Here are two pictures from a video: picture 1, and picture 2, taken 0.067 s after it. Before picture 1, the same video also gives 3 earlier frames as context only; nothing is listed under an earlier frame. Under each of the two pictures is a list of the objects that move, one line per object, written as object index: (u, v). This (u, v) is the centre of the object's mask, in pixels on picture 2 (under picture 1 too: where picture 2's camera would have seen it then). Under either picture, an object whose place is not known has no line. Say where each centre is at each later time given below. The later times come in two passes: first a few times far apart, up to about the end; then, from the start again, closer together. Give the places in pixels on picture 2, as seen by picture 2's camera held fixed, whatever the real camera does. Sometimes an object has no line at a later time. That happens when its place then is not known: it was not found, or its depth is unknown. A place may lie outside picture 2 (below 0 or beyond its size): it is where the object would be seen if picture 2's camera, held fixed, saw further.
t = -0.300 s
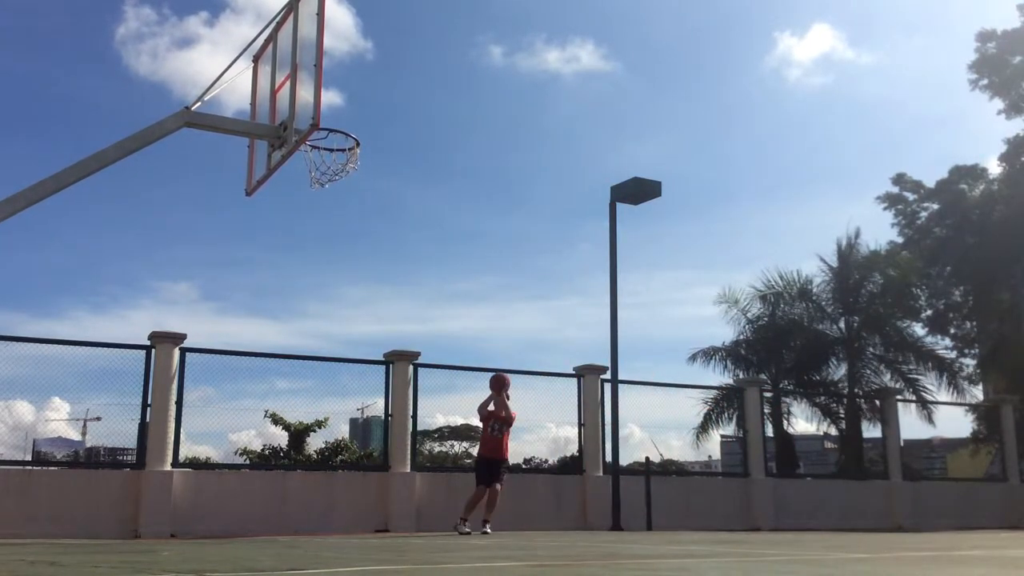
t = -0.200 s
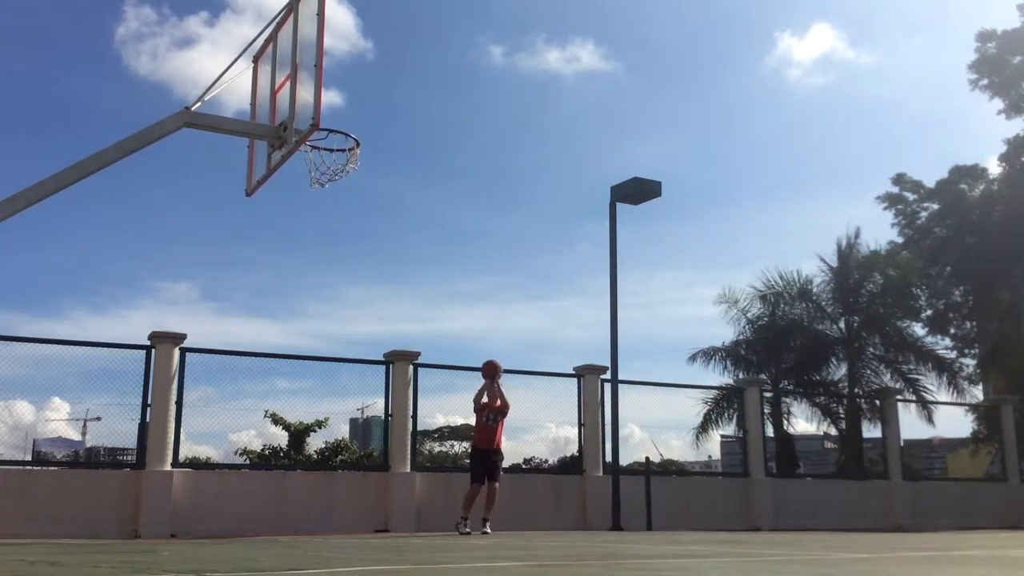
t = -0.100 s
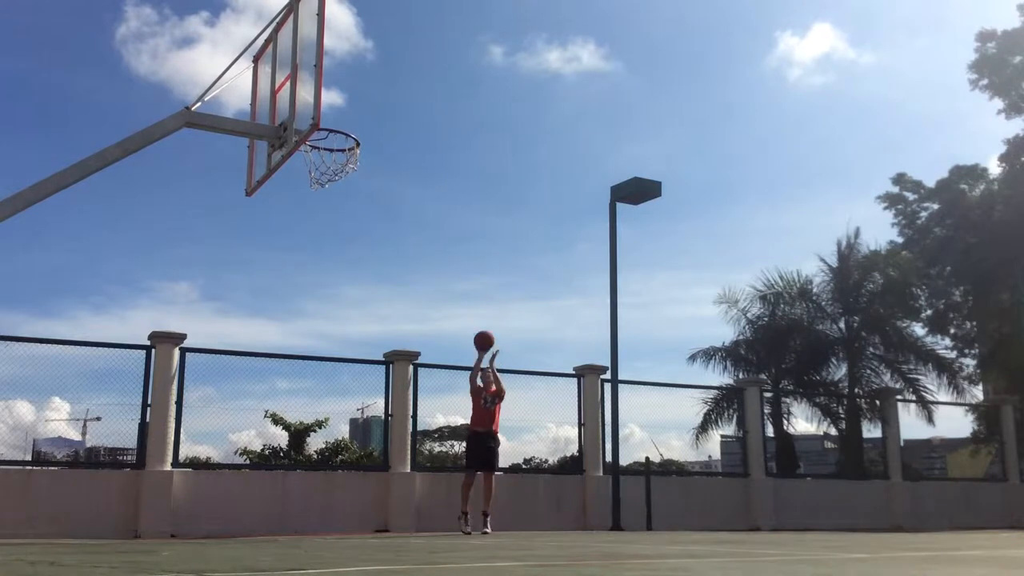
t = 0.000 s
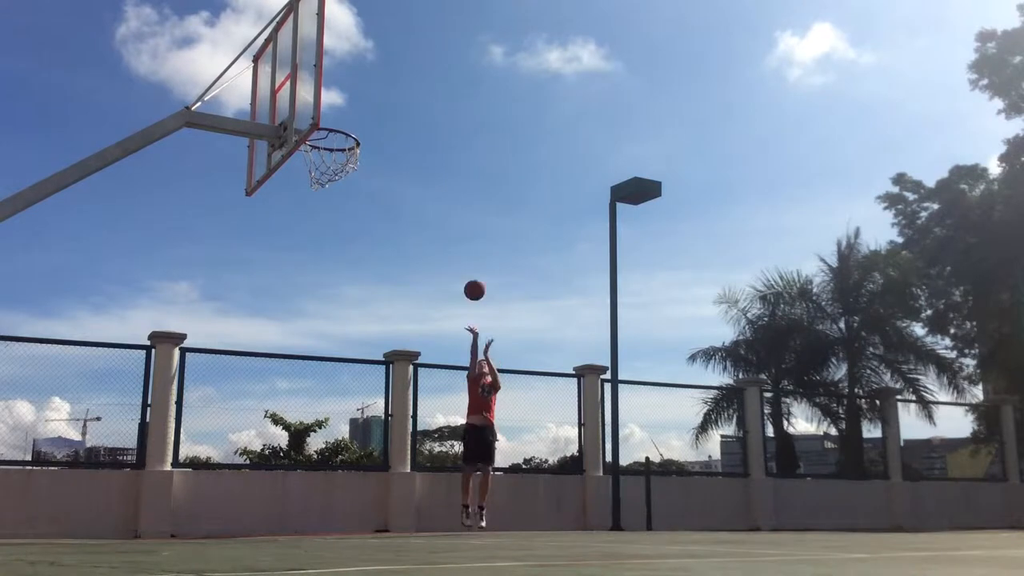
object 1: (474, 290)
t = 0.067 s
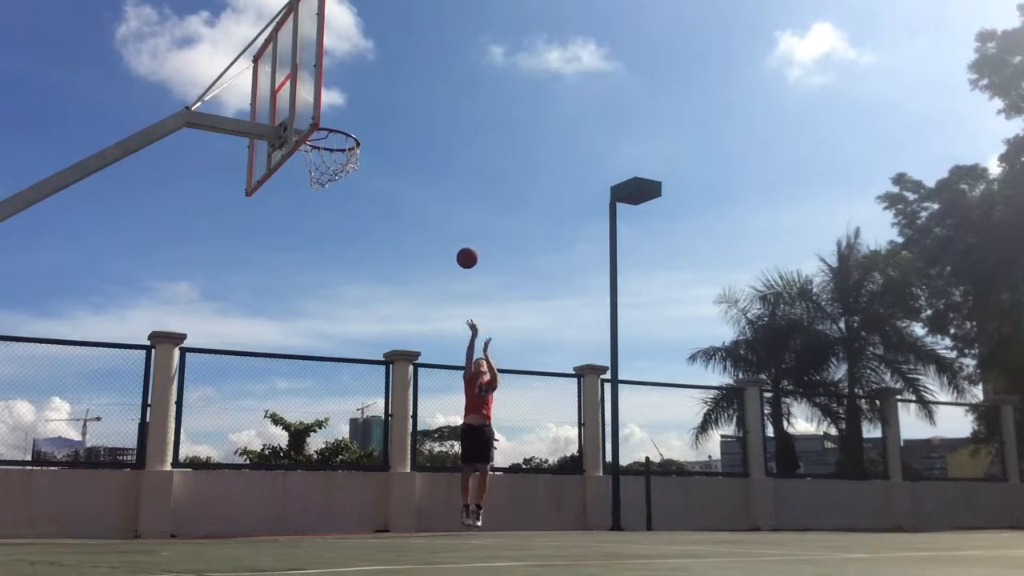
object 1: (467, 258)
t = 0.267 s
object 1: (442, 175)
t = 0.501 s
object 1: (409, 111)
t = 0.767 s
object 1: (358, 90)
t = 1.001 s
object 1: (326, 96)
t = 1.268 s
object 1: (370, 92)
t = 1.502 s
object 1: (421, 169)
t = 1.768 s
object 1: (483, 370)
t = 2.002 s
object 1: (532, 433)
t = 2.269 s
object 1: (569, 263)
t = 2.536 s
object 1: (608, 196)
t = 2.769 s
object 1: (648, 232)
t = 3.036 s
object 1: (703, 405)
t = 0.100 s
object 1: (463, 242)
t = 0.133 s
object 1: (459, 228)
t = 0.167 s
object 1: (455, 214)
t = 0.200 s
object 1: (451, 200)
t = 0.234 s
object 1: (447, 187)
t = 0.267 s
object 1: (442, 175)
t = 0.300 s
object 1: (438, 164)
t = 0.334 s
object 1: (433, 153)
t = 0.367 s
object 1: (429, 144)
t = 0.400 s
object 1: (424, 134)
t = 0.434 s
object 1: (419, 126)
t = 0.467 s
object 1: (414, 118)
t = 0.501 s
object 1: (409, 111)
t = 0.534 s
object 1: (403, 105)
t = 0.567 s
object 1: (397, 100)
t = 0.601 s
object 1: (392, 96)
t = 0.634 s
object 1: (385, 93)
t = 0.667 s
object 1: (379, 90)
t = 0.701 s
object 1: (372, 89)
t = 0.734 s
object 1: (365, 89)
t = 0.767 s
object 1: (358, 90)
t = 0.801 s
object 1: (351, 93)
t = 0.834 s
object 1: (343, 97)
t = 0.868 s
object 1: (335, 103)
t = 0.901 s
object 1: (330, 110)
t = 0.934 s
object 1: (327, 113)
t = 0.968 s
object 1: (327, 103)
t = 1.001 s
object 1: (326, 96)
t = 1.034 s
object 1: (329, 90)
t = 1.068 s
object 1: (332, 86)
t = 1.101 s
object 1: (336, 84)
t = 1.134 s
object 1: (342, 83)
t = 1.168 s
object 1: (348, 83)
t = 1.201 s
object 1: (356, 85)
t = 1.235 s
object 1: (363, 88)
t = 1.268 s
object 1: (370, 92)
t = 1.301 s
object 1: (377, 98)
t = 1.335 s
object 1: (384, 106)
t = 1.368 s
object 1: (391, 115)
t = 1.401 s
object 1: (399, 126)
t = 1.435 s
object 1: (406, 139)
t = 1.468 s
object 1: (413, 153)
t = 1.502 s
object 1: (421, 169)
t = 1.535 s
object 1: (428, 187)
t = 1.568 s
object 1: (436, 206)
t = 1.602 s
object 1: (443, 228)
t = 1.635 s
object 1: (451, 252)
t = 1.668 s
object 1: (459, 278)
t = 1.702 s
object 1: (467, 306)
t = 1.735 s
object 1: (475, 337)
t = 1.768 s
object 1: (483, 370)
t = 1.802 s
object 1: (492, 406)
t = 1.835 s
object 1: (500, 445)
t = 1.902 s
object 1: (517, 525)
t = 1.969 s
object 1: (527, 463)
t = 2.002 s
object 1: (532, 433)
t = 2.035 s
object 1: (536, 406)
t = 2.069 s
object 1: (541, 381)
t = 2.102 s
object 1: (546, 356)
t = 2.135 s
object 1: (550, 335)
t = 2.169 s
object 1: (555, 314)
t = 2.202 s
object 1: (560, 295)
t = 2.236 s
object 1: (564, 278)
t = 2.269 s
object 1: (569, 263)
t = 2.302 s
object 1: (574, 249)
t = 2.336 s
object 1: (578, 237)
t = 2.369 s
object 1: (583, 226)
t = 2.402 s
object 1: (588, 217)
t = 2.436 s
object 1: (593, 209)
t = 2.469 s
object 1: (598, 203)
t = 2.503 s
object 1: (603, 199)
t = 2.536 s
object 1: (608, 196)
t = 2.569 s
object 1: (613, 196)
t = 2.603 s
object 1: (619, 197)
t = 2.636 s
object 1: (625, 200)
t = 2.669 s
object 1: (631, 205)
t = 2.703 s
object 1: (636, 212)
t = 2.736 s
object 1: (642, 221)
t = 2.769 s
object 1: (648, 232)
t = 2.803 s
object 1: (655, 245)
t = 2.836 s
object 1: (661, 261)
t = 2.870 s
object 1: (667, 278)
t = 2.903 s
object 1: (674, 298)
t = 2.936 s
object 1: (681, 321)
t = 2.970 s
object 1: (687, 346)
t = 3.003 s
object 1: (695, 374)
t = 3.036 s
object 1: (703, 405)
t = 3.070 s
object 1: (711, 439)
